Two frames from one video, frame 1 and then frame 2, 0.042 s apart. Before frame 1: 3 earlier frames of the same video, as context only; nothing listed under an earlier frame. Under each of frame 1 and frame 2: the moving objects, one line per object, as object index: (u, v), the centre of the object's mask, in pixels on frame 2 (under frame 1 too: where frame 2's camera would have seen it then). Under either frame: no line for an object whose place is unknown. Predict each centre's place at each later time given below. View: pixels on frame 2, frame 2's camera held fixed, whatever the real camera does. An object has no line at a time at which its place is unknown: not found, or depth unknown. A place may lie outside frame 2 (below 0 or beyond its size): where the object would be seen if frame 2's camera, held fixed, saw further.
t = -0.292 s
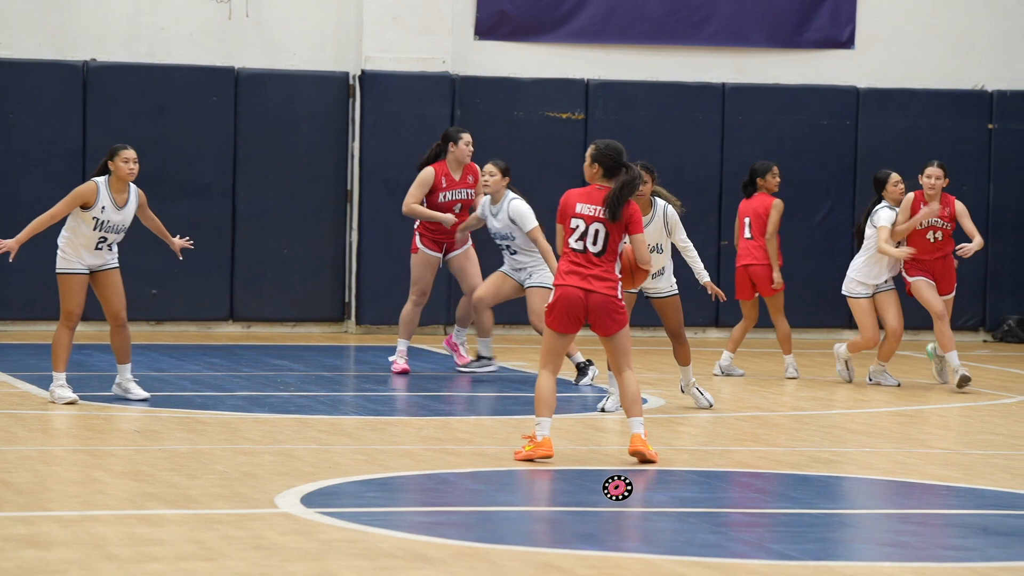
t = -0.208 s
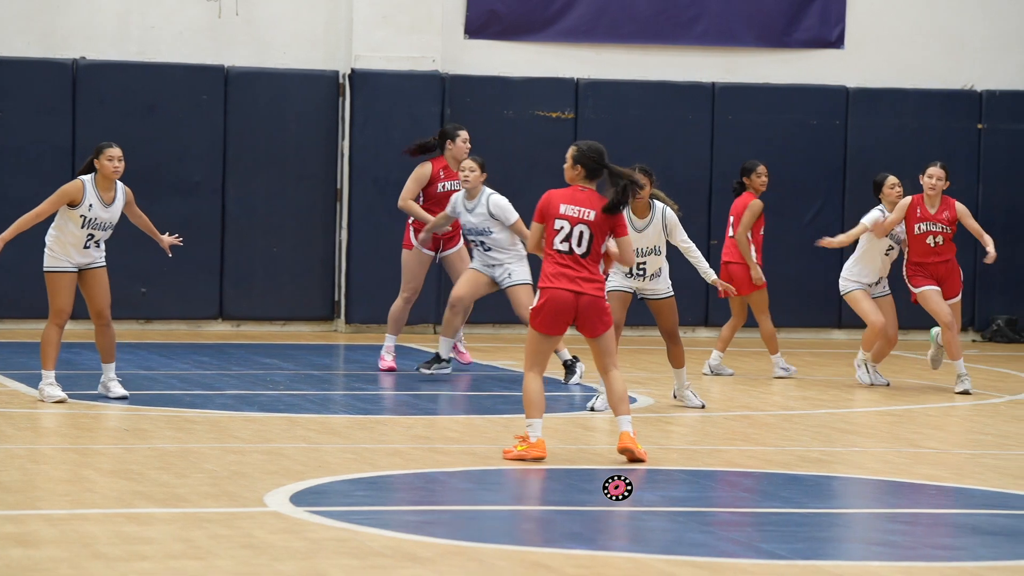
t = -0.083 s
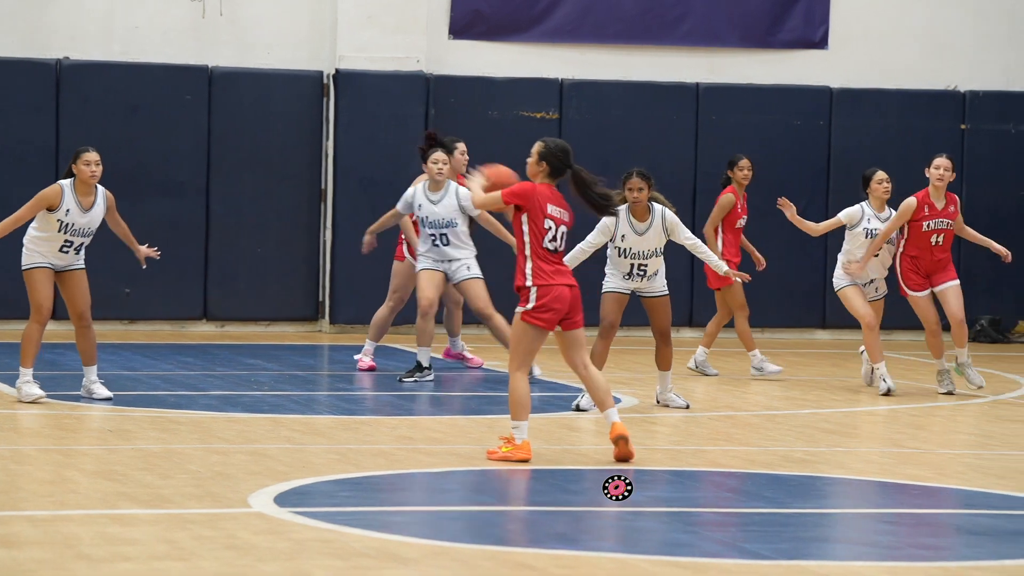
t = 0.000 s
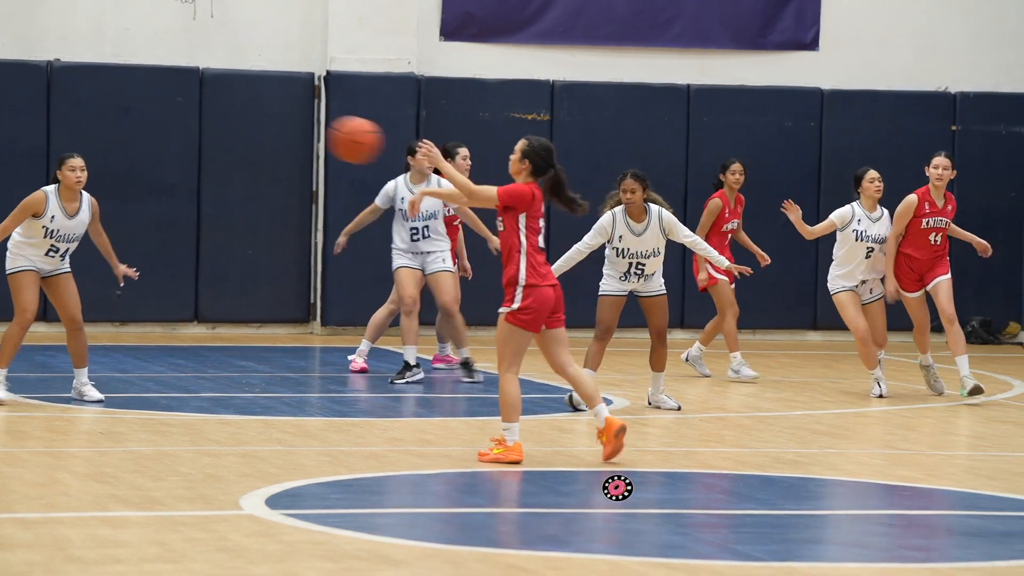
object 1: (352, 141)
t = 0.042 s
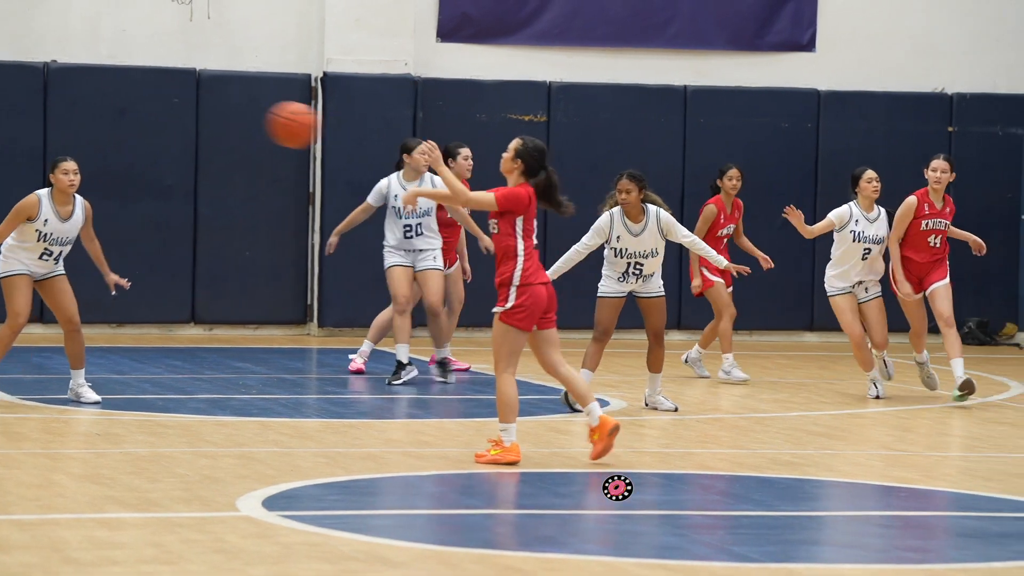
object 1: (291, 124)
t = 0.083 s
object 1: (208, 104)
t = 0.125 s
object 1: (150, 93)
